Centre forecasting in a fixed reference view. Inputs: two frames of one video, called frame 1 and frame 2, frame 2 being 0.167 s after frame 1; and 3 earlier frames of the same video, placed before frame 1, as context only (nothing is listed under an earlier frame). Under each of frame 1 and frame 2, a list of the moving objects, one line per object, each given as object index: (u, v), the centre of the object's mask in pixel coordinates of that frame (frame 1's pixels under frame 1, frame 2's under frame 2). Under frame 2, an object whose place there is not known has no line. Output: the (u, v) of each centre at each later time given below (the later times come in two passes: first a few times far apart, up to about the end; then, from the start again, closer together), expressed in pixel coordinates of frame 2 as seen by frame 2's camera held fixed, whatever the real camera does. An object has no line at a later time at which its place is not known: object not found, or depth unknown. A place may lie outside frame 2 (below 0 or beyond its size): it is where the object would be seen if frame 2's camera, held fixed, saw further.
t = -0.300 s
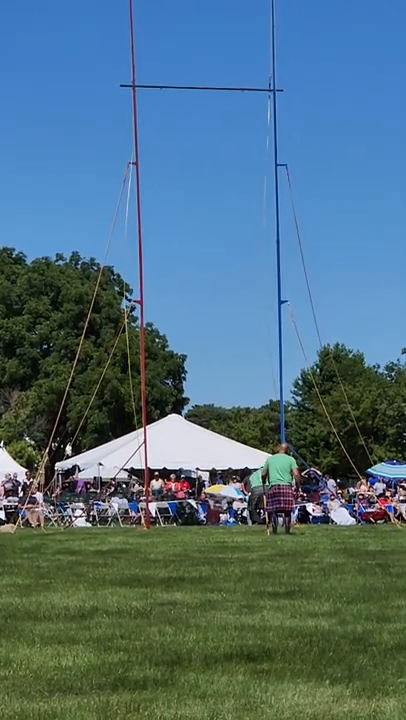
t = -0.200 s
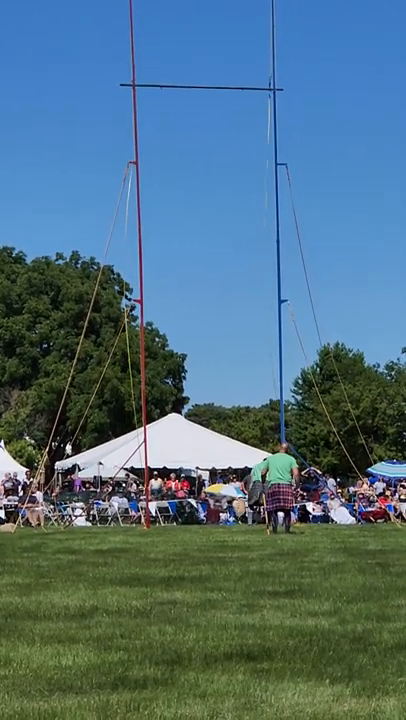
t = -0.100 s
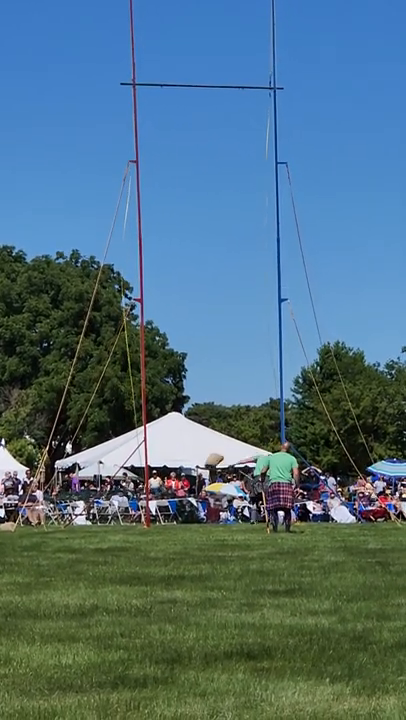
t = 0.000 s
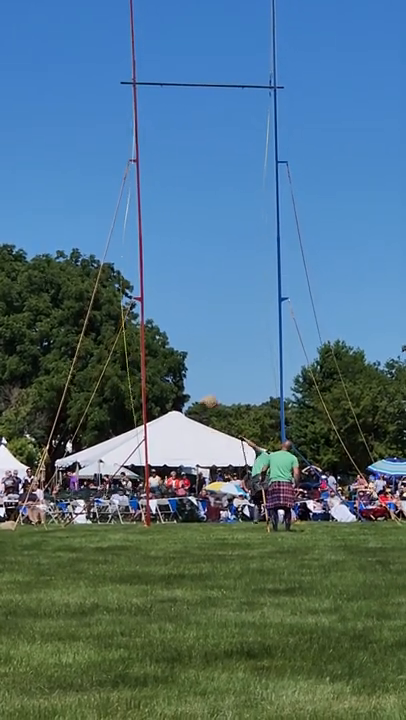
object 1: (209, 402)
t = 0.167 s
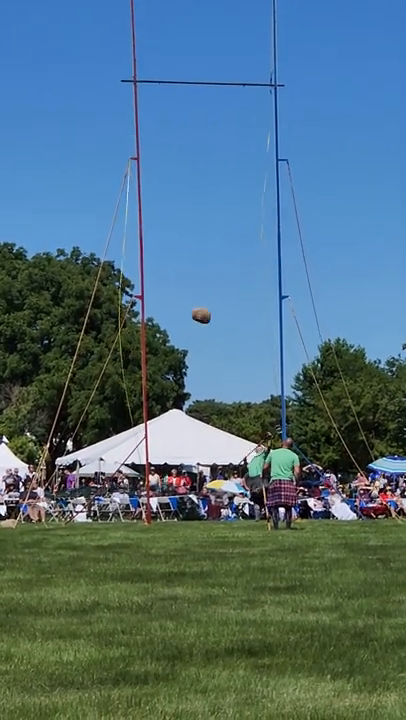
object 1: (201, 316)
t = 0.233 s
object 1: (198, 285)
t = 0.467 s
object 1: (187, 191)
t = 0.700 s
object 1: (178, 122)
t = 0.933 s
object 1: (168, 78)
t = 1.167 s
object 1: (158, 63)
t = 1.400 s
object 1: (148, 72)
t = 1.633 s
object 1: (143, 99)
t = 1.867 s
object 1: (139, 149)
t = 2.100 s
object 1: (136, 223)
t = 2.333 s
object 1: (131, 322)
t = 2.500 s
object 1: (128, 410)
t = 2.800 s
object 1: (135, 513)
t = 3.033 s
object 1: (158, 500)
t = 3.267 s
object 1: (180, 514)
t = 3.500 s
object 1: (198, 517)
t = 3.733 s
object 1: (210, 517)
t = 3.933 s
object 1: (214, 517)
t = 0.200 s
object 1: (199, 300)
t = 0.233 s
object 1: (198, 285)
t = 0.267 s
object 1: (196, 270)
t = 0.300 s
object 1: (195, 255)
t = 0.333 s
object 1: (194, 242)
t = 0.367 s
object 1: (192, 228)
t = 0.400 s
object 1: (190, 216)
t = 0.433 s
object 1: (189, 203)
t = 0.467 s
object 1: (187, 191)
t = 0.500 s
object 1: (186, 180)
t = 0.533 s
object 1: (185, 169)
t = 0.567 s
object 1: (183, 158)
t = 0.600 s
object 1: (182, 149)
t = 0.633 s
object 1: (181, 139)
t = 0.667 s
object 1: (179, 130)
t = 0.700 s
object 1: (178, 122)
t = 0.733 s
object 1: (177, 114)
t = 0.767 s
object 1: (175, 107)
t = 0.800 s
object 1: (174, 100)
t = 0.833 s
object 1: (173, 94)
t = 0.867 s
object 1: (171, 88)
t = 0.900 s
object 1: (170, 82)
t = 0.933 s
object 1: (168, 78)
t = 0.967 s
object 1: (167, 74)
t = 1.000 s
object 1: (166, 71)
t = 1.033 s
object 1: (164, 68)
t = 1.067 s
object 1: (163, 66)
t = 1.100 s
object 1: (162, 65)
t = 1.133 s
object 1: (160, 64)
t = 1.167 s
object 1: (158, 63)
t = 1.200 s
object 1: (157, 63)
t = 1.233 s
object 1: (155, 63)
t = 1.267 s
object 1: (154, 64)
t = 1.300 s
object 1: (152, 65)
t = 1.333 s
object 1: (151, 67)
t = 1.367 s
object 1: (149, 69)
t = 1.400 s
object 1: (148, 72)
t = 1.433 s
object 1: (146, 75)
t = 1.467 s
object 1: (145, 78)
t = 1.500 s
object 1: (145, 81)
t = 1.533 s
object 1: (144, 84)
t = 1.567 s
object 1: (144, 89)
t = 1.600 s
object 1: (144, 94)
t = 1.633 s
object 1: (143, 99)
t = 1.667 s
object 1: (143, 104)
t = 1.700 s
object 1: (142, 110)
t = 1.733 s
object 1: (141, 117)
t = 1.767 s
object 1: (142, 124)
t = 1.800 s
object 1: (140, 132)
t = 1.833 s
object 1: (140, 140)
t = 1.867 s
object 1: (139, 149)
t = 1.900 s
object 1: (139, 158)
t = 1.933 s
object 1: (138, 168)
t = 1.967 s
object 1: (138, 178)
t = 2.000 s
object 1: (137, 189)
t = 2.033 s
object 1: (137, 200)
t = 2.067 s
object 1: (136, 211)
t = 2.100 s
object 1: (136, 223)
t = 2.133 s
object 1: (135, 236)
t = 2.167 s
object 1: (135, 249)
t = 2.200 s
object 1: (134, 263)
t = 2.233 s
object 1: (133, 277)
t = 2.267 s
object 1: (132, 292)
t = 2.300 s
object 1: (132, 307)
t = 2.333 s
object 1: (131, 322)
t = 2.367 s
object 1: (129, 338)
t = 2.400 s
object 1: (129, 355)
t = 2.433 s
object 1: (129, 372)
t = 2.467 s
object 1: (129, 390)
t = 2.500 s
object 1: (128, 410)
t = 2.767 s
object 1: (132, 516)
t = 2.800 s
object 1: (135, 513)
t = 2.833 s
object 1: (138, 509)
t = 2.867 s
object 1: (141, 506)
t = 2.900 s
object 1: (144, 504)
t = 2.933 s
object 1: (148, 501)
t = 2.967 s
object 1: (150, 500)
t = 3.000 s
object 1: (154, 500)
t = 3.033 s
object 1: (158, 500)
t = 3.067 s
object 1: (162, 500)
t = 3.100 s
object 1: (164, 501)
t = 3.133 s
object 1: (166, 503)
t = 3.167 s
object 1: (170, 504)
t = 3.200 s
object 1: (175, 508)
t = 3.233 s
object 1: (177, 511)
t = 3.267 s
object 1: (180, 514)
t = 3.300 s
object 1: (184, 517)
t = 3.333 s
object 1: (188, 519)
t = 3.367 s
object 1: (190, 519)
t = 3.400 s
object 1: (191, 518)
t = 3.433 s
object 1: (194, 517)
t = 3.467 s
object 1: (196, 517)
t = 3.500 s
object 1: (198, 517)
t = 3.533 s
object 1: (200, 517)
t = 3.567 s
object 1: (202, 517)
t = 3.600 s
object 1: (204, 518)
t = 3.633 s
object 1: (206, 519)
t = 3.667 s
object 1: (208, 518)
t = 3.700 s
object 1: (209, 518)
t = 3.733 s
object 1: (210, 517)
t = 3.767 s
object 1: (212, 517)
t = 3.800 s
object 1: (212, 517)
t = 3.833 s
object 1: (213, 517)
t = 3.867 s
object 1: (214, 517)
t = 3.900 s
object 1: (214, 518)
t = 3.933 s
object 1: (214, 517)
